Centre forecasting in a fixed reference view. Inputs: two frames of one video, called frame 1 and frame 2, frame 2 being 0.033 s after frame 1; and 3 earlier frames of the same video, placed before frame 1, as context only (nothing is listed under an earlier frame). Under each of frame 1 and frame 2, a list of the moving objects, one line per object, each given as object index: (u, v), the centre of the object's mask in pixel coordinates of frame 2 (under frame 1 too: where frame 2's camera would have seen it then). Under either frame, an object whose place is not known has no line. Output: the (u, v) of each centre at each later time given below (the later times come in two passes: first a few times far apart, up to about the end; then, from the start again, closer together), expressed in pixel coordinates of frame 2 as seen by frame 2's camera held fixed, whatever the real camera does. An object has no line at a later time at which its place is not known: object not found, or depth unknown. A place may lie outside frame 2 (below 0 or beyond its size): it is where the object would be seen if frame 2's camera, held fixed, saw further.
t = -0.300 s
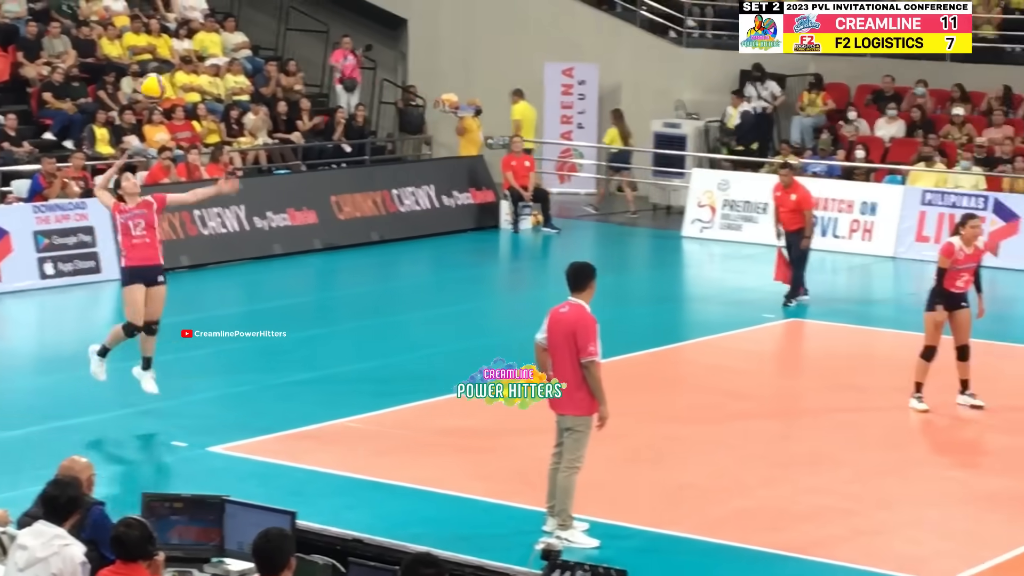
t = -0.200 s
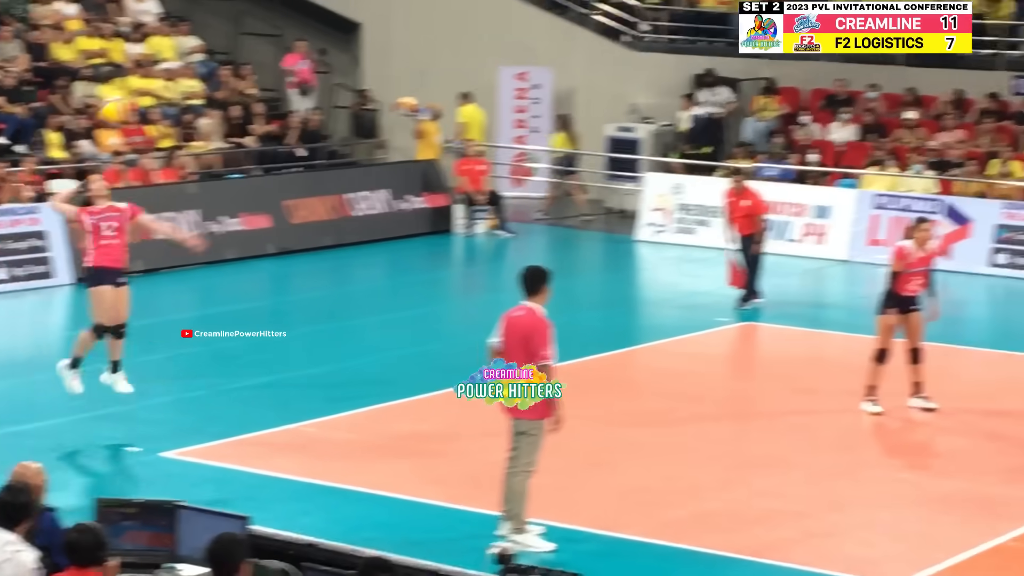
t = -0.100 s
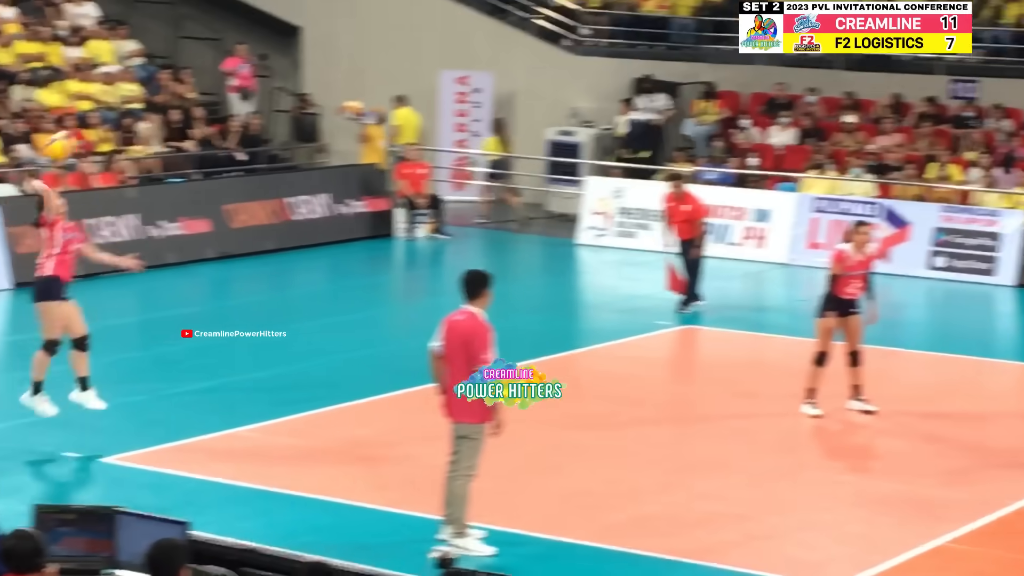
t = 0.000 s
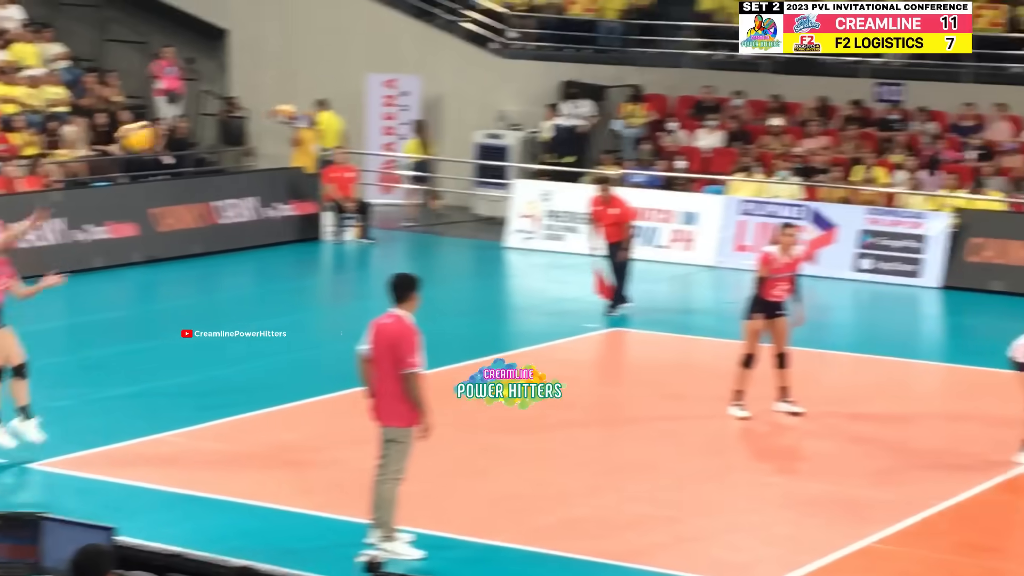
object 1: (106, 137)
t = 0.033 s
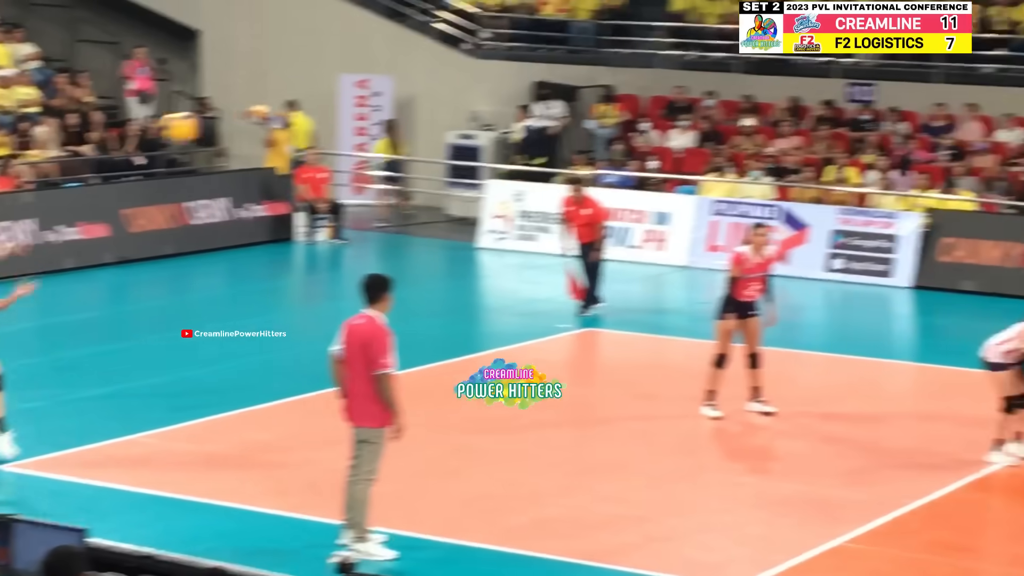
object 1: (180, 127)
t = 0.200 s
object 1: (551, 97)
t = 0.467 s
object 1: (1227, 94)
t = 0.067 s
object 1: (253, 117)
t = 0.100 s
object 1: (325, 110)
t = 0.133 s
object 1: (401, 104)
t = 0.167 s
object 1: (475, 100)
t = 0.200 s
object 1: (551, 97)
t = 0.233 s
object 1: (629, 94)
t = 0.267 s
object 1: (707, 95)
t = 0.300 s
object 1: (787, 95)
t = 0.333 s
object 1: (871, 95)
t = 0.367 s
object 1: (955, 94)
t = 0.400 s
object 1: (1044, 94)
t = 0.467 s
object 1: (1227, 94)
